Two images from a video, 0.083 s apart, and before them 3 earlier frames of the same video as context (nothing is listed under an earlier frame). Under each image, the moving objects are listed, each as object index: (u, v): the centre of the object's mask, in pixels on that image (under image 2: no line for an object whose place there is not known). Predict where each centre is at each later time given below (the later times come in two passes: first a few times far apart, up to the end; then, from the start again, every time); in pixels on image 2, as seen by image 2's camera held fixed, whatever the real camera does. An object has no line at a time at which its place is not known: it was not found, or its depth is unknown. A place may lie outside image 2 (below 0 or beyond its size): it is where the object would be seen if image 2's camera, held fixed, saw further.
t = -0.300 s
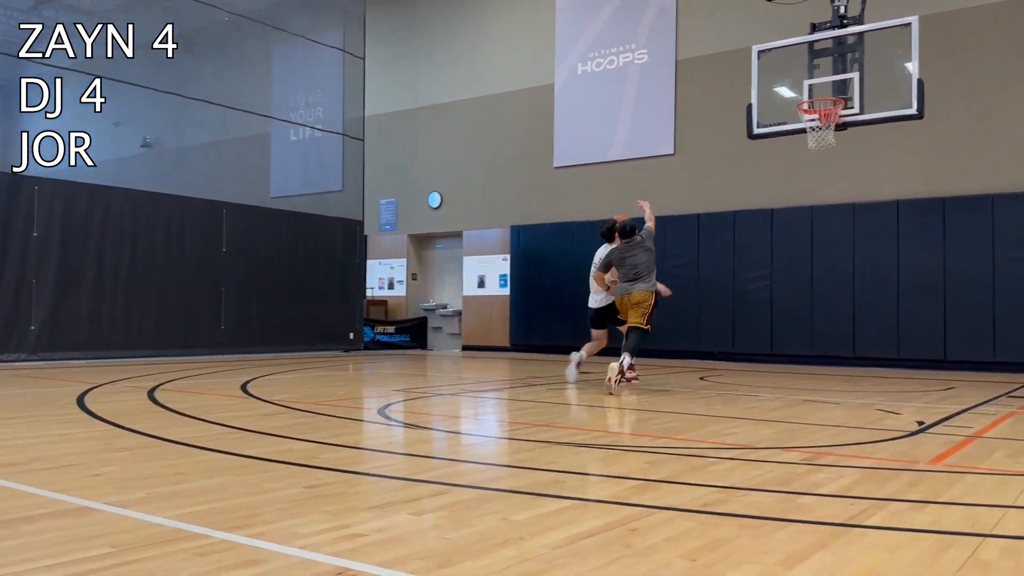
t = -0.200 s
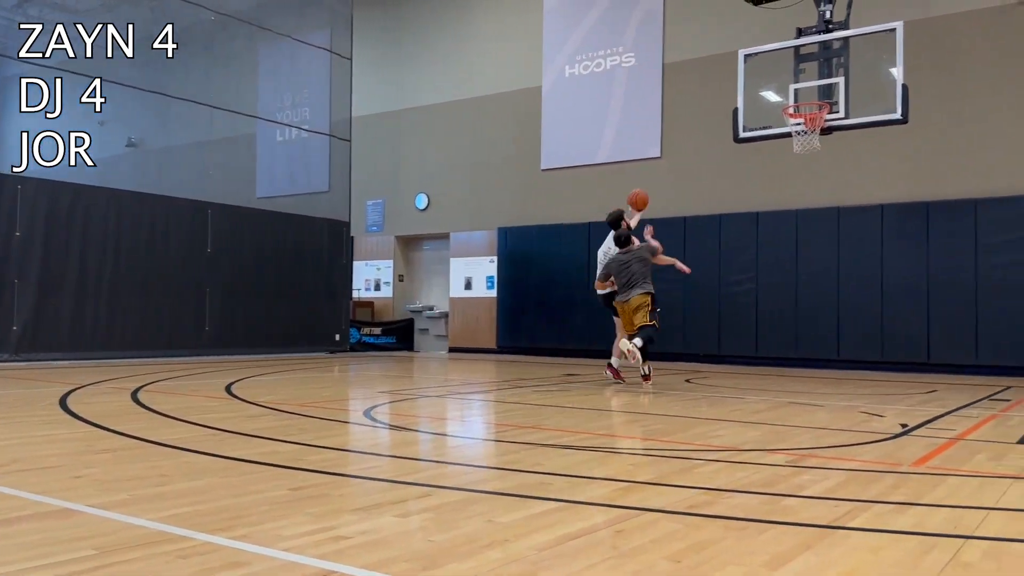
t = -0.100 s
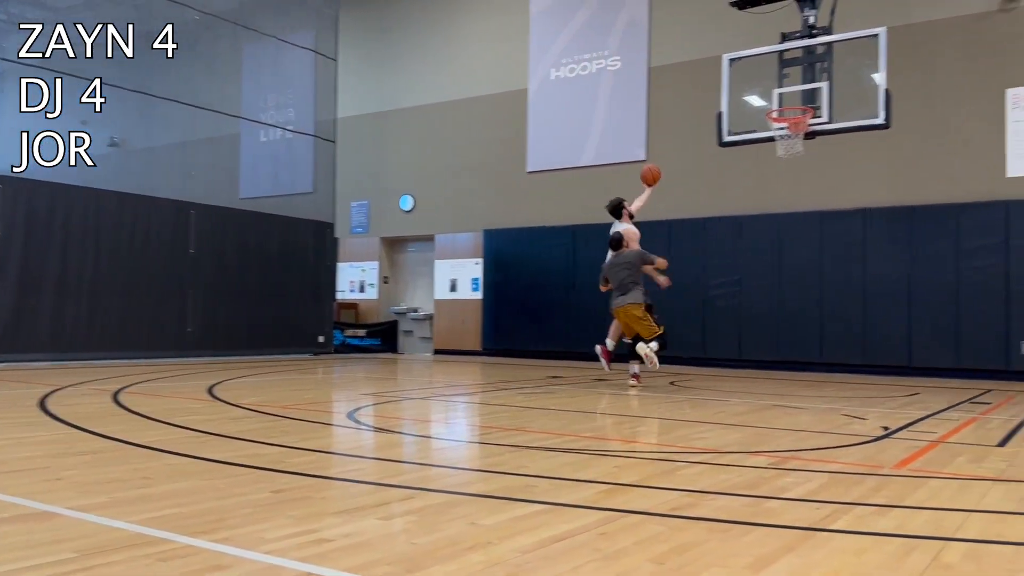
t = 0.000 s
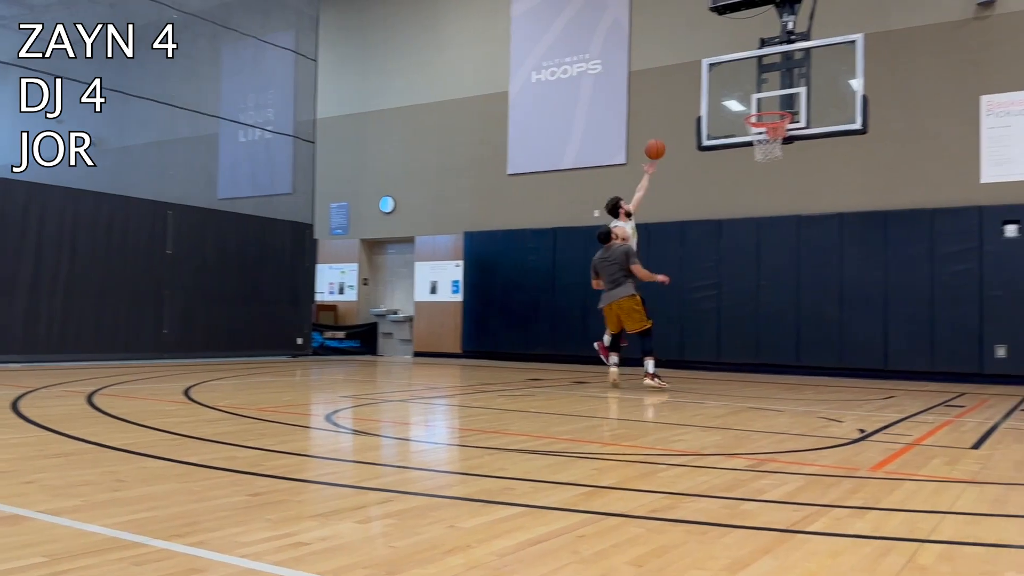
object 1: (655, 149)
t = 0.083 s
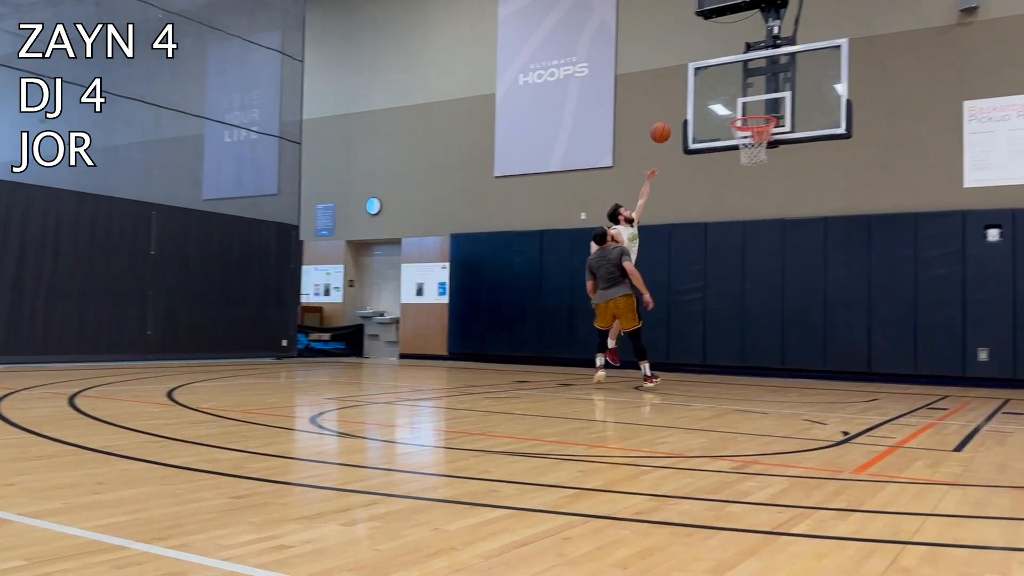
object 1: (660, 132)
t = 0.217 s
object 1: (690, 113)
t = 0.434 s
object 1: (728, 107)
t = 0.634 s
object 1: (741, 121)
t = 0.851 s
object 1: (751, 154)
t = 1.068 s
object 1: (758, 203)
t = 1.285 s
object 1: (763, 295)
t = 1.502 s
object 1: (770, 358)
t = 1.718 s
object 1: (782, 283)
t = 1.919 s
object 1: (791, 253)
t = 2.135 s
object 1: (801, 259)
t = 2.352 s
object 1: (809, 305)
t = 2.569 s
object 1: (818, 383)
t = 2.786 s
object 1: (826, 324)
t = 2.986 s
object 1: (832, 306)
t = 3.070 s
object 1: (835, 309)
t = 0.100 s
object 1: (664, 129)
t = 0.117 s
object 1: (668, 126)
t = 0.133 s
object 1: (671, 123)
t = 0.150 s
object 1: (675, 121)
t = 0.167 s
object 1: (679, 119)
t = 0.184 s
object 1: (683, 116)
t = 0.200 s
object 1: (686, 114)
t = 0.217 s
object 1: (690, 113)
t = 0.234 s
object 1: (693, 111)
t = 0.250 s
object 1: (697, 110)
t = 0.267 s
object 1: (701, 110)
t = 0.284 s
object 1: (704, 109)
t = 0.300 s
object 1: (708, 108)
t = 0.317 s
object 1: (712, 108)
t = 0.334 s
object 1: (715, 108)
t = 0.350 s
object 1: (718, 108)
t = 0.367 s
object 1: (722, 109)
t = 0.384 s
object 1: (724, 108)
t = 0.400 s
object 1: (726, 108)
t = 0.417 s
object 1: (727, 107)
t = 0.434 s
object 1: (728, 107)
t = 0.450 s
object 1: (729, 107)
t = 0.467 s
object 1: (730, 107)
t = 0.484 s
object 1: (731, 107)
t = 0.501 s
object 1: (732, 107)
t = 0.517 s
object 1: (733, 108)
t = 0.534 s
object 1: (735, 109)
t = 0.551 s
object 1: (736, 110)
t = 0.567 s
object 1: (737, 111)
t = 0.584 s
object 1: (738, 112)
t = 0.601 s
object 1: (739, 117)
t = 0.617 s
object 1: (740, 119)
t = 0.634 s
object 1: (741, 121)
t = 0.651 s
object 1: (741, 124)
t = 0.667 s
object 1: (743, 128)
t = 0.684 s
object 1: (744, 130)
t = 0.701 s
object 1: (745, 133)
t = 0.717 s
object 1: (747, 136)
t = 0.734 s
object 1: (747, 139)
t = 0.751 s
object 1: (748, 142)
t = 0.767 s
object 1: (749, 144)
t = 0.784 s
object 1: (749, 146)
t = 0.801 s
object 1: (749, 152)
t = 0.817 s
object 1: (749, 152)
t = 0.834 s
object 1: (750, 153)
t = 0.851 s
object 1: (751, 154)
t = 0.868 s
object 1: (752, 156)
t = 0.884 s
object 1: (753, 158)
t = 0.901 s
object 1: (753, 161)
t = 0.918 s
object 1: (754, 164)
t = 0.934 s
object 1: (754, 167)
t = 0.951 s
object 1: (755, 170)
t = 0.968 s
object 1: (755, 174)
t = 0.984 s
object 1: (756, 178)
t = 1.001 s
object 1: (756, 183)
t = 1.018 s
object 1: (756, 188)
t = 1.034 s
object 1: (757, 192)
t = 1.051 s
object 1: (757, 198)
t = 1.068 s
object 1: (758, 203)
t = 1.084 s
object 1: (758, 209)
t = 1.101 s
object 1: (758, 215)
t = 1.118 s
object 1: (759, 221)
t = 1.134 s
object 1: (759, 227)
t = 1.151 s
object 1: (760, 233)
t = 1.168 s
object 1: (760, 240)
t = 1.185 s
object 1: (761, 248)
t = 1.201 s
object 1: (761, 255)
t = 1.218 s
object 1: (761, 262)
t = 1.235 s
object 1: (762, 270)
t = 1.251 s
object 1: (762, 279)
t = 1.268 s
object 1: (763, 287)
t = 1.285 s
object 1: (763, 295)
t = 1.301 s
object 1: (764, 304)
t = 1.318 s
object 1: (764, 313)
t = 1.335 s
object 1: (765, 322)
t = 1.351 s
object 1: (765, 332)
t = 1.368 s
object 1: (765, 342)
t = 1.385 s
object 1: (766, 352)
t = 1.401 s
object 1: (766, 362)
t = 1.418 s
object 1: (767, 372)
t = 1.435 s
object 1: (767, 383)
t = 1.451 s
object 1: (768, 381)
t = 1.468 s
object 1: (769, 372)
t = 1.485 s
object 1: (770, 365)
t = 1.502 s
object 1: (770, 358)
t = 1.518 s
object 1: (772, 351)
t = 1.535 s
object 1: (772, 344)
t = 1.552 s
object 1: (773, 337)
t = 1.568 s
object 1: (774, 330)
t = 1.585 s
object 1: (775, 324)
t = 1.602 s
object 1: (776, 318)
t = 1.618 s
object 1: (777, 312)
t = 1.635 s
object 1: (778, 307)
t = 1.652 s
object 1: (778, 302)
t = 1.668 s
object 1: (779, 297)
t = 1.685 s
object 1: (780, 292)
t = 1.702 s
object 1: (781, 287)
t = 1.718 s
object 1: (782, 283)
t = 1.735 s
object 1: (783, 279)
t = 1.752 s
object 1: (784, 276)
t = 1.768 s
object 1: (784, 273)
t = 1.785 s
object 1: (785, 269)
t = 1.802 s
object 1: (786, 266)
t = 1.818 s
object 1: (786, 264)
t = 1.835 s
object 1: (787, 261)
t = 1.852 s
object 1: (788, 259)
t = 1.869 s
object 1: (789, 257)
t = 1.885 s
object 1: (790, 255)
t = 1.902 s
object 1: (791, 254)
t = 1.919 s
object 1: (791, 253)
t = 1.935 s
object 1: (792, 252)
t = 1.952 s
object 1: (793, 251)
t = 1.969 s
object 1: (793, 250)
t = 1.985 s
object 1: (794, 250)
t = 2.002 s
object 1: (795, 250)
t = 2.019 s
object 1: (796, 251)
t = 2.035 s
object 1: (797, 251)
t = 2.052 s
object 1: (797, 252)
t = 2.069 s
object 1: (798, 253)
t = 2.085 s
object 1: (798, 254)
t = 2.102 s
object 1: (799, 256)
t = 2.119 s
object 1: (800, 257)
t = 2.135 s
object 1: (801, 259)
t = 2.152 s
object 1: (801, 261)
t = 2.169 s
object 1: (802, 263)
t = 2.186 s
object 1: (803, 266)
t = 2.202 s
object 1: (803, 269)
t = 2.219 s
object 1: (804, 272)
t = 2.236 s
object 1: (805, 276)
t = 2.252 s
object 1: (805, 279)
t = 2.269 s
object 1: (806, 283)
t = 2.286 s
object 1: (807, 287)
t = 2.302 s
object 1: (808, 291)
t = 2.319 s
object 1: (808, 296)
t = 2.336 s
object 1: (809, 300)
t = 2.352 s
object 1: (809, 305)
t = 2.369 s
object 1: (810, 310)
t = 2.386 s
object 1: (811, 316)
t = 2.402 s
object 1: (812, 321)
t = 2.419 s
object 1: (812, 327)
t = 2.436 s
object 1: (813, 333)
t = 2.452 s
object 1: (813, 340)
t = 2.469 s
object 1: (814, 346)
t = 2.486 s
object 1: (815, 353)
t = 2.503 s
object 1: (815, 360)
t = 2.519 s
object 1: (816, 367)
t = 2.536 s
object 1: (817, 374)
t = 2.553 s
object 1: (817, 382)
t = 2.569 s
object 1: (818, 383)
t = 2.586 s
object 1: (819, 377)
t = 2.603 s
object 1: (819, 371)
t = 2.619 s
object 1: (819, 366)
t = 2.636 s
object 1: (820, 360)
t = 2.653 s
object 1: (821, 355)
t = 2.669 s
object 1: (821, 351)
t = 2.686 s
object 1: (822, 346)
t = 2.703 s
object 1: (823, 342)
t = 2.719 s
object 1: (823, 338)
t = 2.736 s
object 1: (824, 334)
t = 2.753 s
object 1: (824, 331)
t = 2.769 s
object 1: (825, 327)
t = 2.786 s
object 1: (826, 324)
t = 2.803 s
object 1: (826, 322)
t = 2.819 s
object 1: (827, 319)
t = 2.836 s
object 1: (827, 317)
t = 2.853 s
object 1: (828, 314)
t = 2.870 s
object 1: (829, 313)
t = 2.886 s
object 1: (829, 311)
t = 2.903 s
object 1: (830, 310)
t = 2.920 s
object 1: (830, 308)
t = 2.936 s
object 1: (831, 308)
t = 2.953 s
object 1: (831, 307)
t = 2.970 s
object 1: (832, 306)
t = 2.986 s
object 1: (832, 306)
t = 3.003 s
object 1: (833, 306)
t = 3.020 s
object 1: (834, 306)
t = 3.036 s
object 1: (834, 307)
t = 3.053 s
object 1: (835, 308)
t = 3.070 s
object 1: (835, 309)
